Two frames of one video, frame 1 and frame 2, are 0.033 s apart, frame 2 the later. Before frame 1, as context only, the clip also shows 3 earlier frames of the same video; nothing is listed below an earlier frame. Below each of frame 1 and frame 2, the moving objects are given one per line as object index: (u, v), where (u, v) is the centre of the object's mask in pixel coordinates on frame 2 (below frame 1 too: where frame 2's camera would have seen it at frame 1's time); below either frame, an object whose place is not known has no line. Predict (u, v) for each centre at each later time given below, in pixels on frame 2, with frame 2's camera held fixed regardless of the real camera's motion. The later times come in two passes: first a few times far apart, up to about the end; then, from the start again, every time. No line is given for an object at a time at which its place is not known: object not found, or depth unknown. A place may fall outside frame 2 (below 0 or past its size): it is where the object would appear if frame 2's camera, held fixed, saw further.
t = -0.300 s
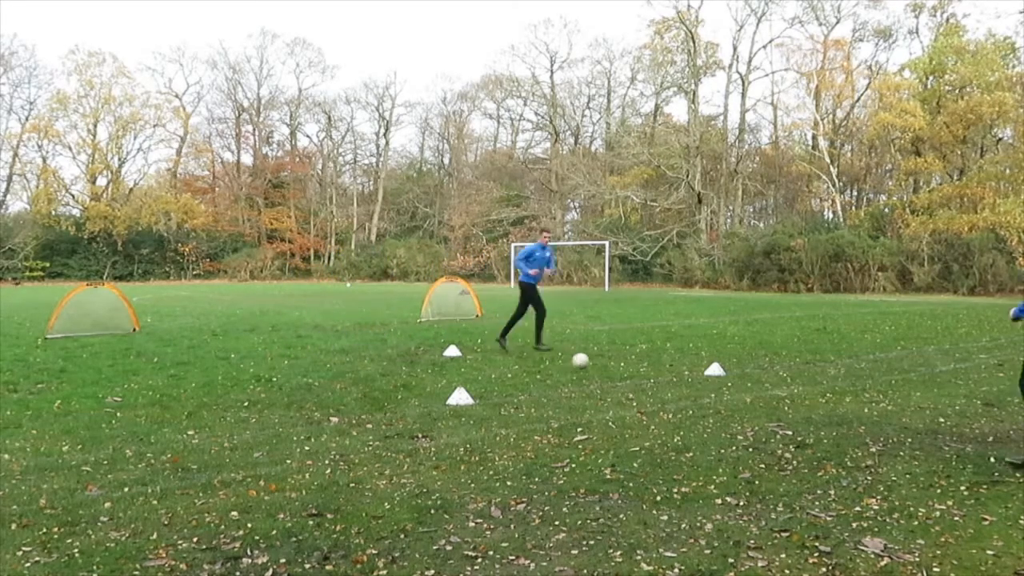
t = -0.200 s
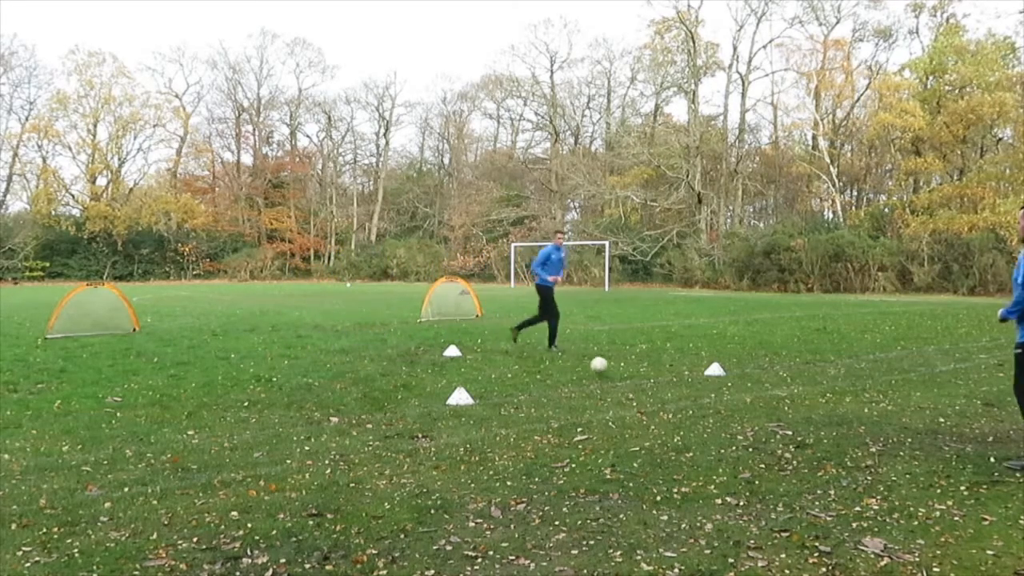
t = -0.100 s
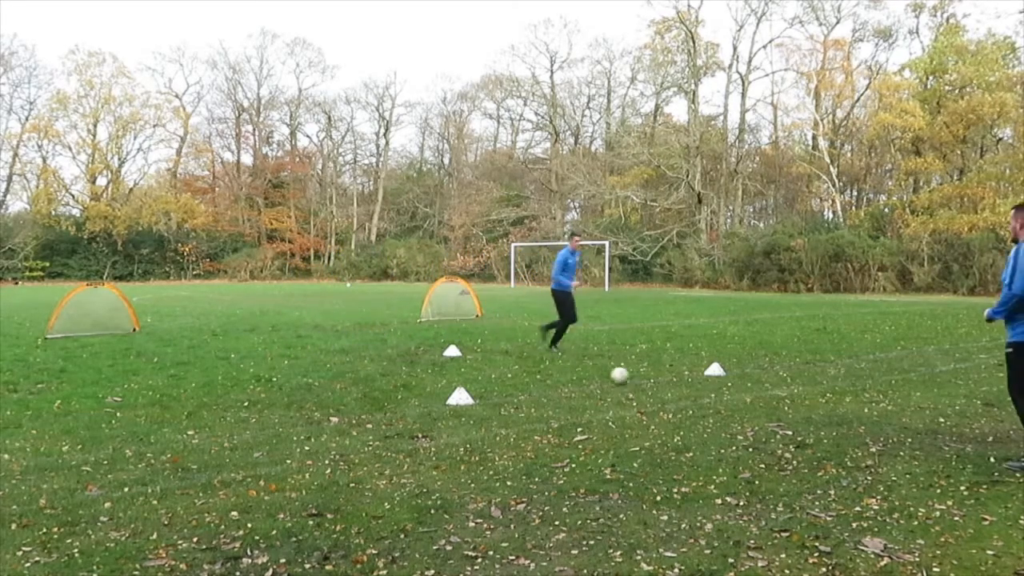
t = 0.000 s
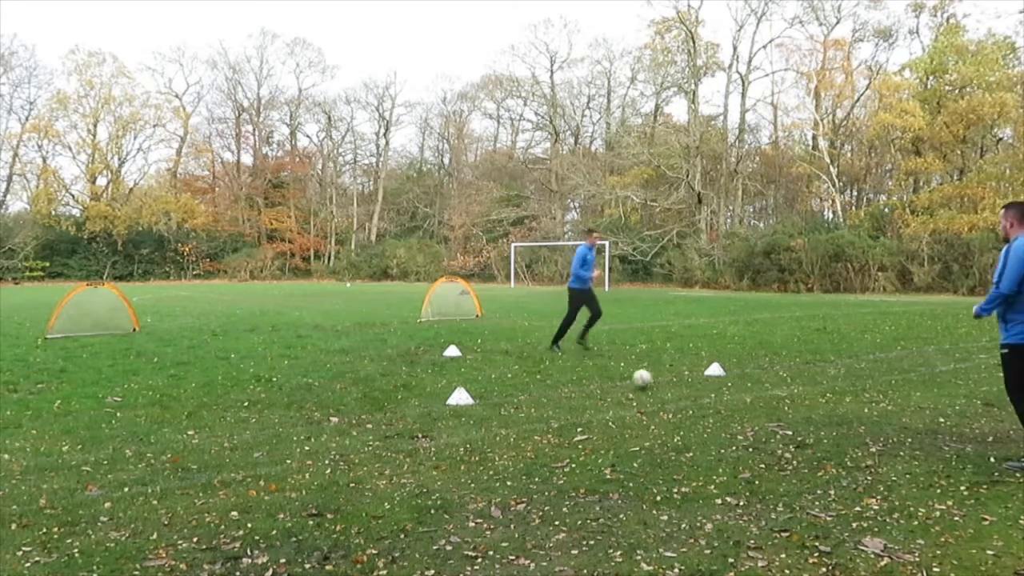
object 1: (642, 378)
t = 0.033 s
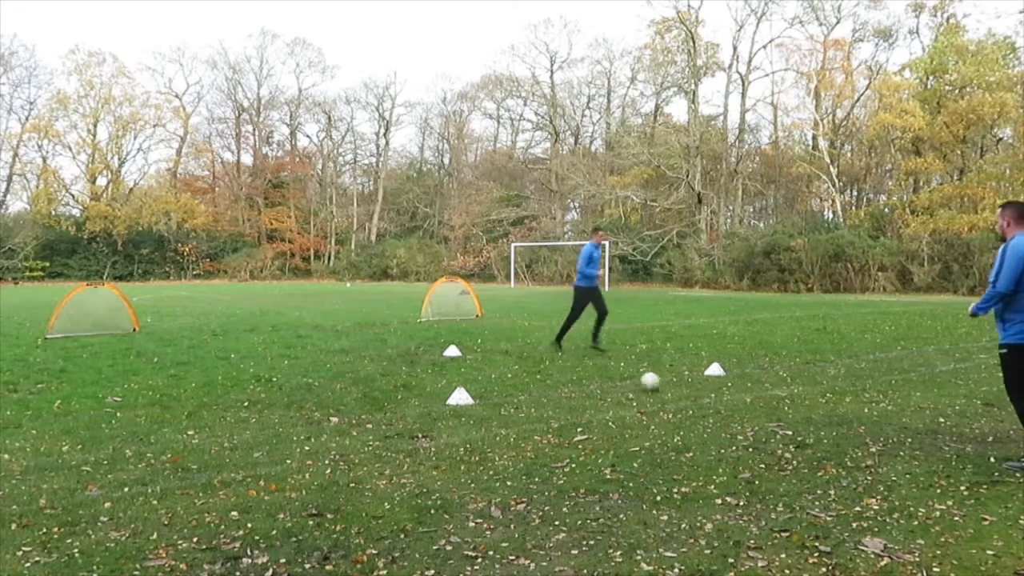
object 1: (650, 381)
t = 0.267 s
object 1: (710, 395)
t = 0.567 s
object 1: (805, 411)
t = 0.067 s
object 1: (657, 384)
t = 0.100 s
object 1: (666, 385)
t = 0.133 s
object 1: (675, 387)
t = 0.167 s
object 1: (684, 390)
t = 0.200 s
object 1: (693, 391)
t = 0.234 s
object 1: (701, 393)
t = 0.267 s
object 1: (710, 395)
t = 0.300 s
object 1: (721, 396)
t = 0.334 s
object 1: (730, 399)
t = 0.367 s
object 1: (740, 401)
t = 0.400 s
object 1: (750, 403)
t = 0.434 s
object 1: (760, 405)
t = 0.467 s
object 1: (772, 407)
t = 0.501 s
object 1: (782, 407)
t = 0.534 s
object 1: (793, 408)
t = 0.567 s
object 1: (805, 411)
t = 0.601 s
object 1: (817, 415)
